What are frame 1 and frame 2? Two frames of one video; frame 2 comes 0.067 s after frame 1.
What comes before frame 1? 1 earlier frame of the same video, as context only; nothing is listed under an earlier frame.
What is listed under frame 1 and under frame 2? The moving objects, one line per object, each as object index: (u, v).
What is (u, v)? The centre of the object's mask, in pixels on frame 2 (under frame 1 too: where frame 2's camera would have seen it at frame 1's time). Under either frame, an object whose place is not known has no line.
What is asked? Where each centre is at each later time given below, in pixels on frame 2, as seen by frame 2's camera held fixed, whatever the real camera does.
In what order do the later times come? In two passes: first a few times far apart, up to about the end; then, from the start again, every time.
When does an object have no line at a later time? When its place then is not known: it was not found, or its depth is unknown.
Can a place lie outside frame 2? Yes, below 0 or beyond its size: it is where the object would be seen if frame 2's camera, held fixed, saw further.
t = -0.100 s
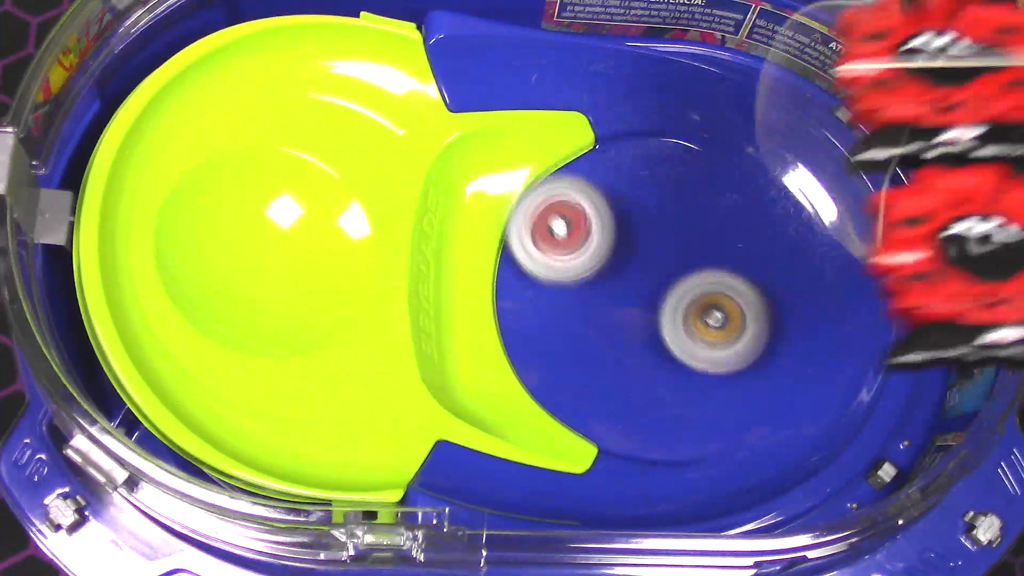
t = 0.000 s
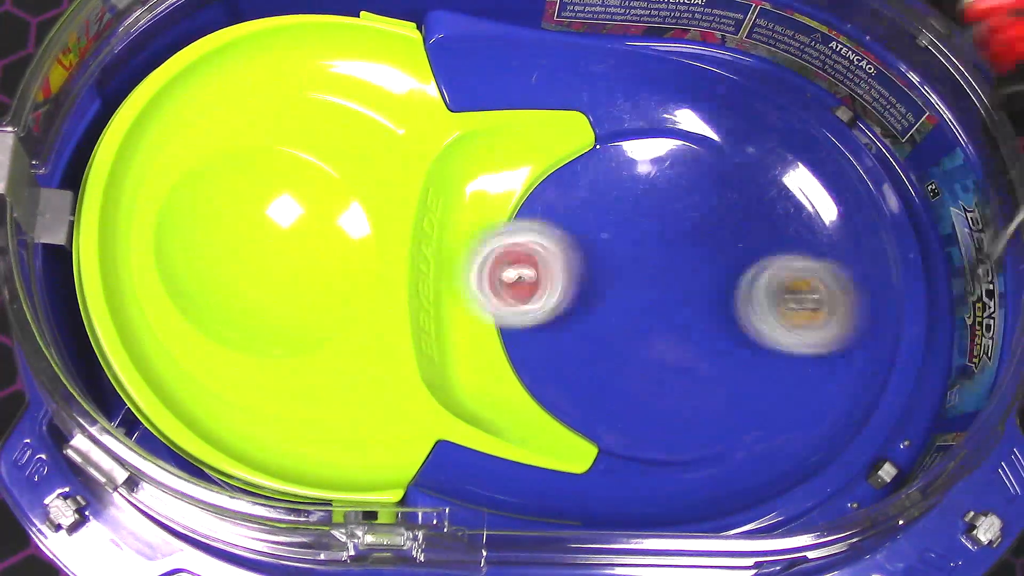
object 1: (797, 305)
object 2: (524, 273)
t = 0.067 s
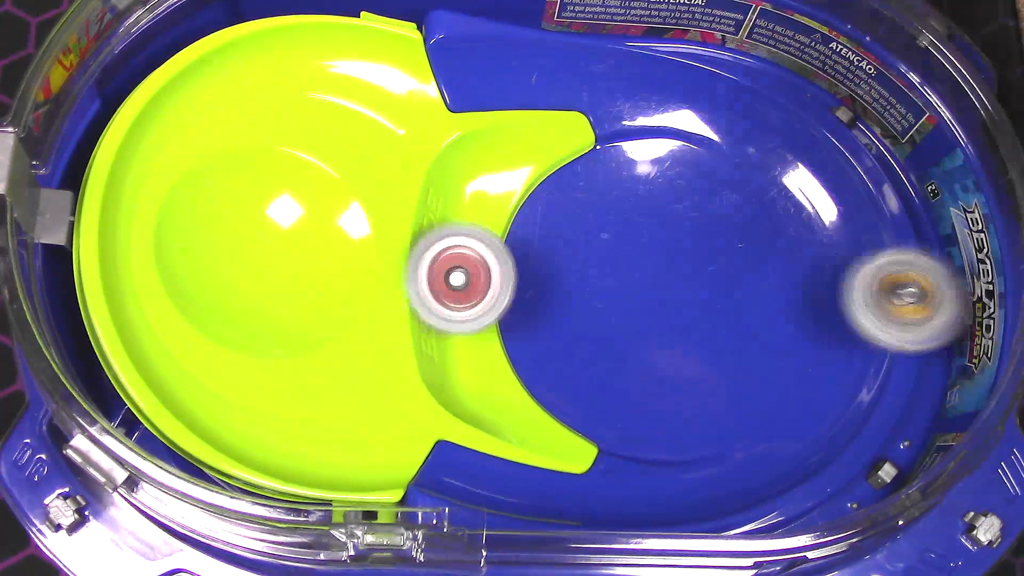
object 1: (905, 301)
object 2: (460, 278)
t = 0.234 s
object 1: (874, 309)
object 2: (498, 296)
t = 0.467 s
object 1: (792, 316)
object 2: (505, 172)
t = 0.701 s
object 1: (786, 371)
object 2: (520, 244)
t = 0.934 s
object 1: (718, 196)
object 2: (603, 387)
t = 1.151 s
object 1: (769, 154)
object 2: (693, 274)
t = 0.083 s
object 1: (923, 301)
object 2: (459, 279)
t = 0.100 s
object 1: (939, 302)
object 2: (457, 281)
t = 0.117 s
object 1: (952, 304)
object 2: (455, 286)
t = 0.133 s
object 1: (946, 306)
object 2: (454, 288)
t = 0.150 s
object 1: (931, 309)
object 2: (459, 290)
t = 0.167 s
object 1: (922, 309)
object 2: (465, 291)
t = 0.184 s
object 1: (914, 307)
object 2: (473, 295)
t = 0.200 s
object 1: (904, 307)
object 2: (481, 298)
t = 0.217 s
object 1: (890, 308)
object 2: (489, 298)
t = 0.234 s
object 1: (874, 309)
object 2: (498, 296)
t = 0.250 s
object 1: (852, 310)
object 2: (506, 296)
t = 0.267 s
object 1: (829, 311)
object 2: (514, 295)
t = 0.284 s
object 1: (805, 312)
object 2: (524, 291)
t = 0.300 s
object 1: (781, 313)
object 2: (536, 288)
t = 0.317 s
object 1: (758, 314)
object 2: (546, 284)
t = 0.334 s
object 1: (736, 313)
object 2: (558, 277)
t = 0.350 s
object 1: (716, 312)
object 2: (571, 270)
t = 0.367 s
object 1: (697, 309)
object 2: (583, 264)
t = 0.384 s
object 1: (695, 310)
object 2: (581, 253)
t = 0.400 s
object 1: (716, 311)
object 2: (559, 236)
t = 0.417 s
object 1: (738, 314)
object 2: (539, 218)
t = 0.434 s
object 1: (759, 316)
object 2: (521, 197)
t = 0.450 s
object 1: (777, 316)
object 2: (514, 185)
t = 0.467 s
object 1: (792, 316)
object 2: (505, 172)
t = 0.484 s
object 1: (807, 317)
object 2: (499, 162)
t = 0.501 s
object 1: (821, 319)
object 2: (492, 154)
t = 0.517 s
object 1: (832, 323)
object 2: (484, 147)
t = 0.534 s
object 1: (840, 326)
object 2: (480, 144)
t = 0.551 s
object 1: (846, 330)
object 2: (481, 145)
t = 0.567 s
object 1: (851, 334)
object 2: (483, 149)
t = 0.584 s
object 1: (852, 339)
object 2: (485, 155)
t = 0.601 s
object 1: (850, 344)
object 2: (488, 163)
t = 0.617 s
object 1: (844, 349)
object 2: (490, 174)
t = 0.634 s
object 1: (835, 354)
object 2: (494, 184)
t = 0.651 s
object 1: (825, 359)
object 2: (500, 198)
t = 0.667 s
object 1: (813, 364)
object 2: (507, 213)
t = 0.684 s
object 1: (799, 369)
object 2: (514, 229)
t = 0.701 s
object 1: (786, 371)
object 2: (520, 244)
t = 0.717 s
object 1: (773, 372)
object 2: (527, 261)
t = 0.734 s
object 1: (760, 371)
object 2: (535, 273)
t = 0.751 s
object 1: (747, 367)
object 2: (543, 287)
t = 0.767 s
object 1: (733, 362)
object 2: (550, 303)
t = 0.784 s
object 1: (720, 355)
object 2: (559, 315)
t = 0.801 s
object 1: (707, 345)
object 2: (570, 328)
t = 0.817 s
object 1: (696, 334)
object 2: (579, 340)
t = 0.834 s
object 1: (688, 320)
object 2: (585, 353)
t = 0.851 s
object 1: (691, 298)
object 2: (581, 371)
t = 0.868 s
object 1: (694, 278)
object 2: (583, 376)
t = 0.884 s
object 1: (698, 257)
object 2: (589, 378)
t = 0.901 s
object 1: (704, 234)
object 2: (595, 381)
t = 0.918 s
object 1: (710, 215)
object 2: (598, 384)
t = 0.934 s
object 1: (718, 196)
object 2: (603, 387)
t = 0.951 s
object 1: (725, 178)
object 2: (607, 393)
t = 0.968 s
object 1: (735, 158)
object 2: (610, 399)
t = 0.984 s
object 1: (745, 142)
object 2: (612, 404)
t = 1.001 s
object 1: (755, 130)
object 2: (617, 398)
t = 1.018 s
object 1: (764, 120)
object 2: (627, 385)
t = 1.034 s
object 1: (770, 113)
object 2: (638, 375)
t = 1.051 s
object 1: (777, 107)
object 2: (647, 364)
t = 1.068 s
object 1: (780, 107)
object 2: (657, 351)
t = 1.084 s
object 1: (782, 109)
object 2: (666, 336)
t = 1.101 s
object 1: (782, 116)
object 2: (674, 323)
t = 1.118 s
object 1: (779, 124)
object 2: (683, 307)
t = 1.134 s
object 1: (775, 138)
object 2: (689, 289)
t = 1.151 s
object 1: (769, 154)
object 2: (693, 274)
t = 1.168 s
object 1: (764, 169)
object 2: (696, 260)
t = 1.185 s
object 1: (765, 168)
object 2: (688, 263)
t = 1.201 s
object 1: (771, 159)
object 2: (677, 269)
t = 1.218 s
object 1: (776, 153)
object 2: (664, 276)
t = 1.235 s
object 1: (779, 148)
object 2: (650, 284)
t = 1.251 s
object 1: (783, 145)
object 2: (636, 289)
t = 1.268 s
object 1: (784, 144)
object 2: (622, 295)
